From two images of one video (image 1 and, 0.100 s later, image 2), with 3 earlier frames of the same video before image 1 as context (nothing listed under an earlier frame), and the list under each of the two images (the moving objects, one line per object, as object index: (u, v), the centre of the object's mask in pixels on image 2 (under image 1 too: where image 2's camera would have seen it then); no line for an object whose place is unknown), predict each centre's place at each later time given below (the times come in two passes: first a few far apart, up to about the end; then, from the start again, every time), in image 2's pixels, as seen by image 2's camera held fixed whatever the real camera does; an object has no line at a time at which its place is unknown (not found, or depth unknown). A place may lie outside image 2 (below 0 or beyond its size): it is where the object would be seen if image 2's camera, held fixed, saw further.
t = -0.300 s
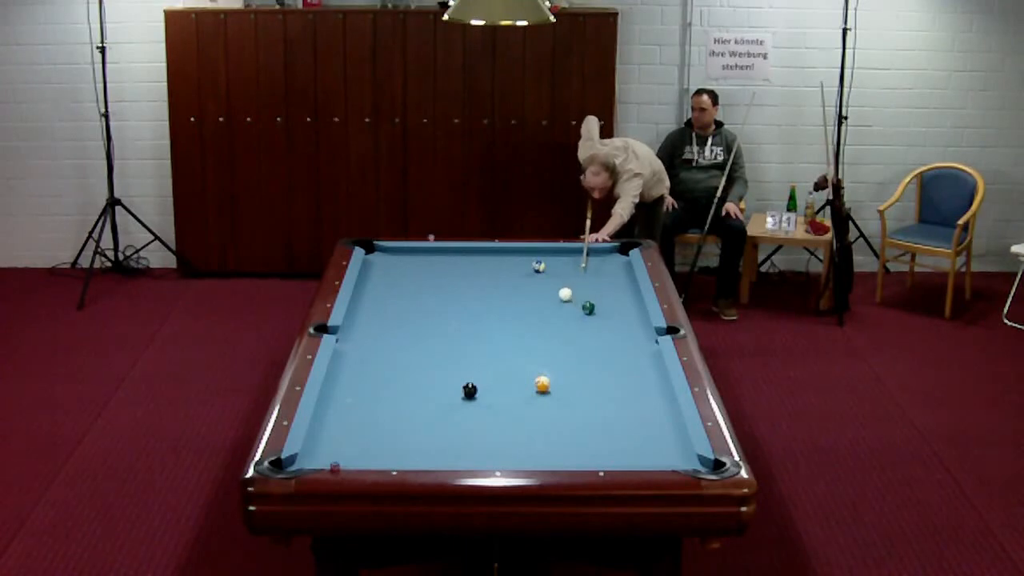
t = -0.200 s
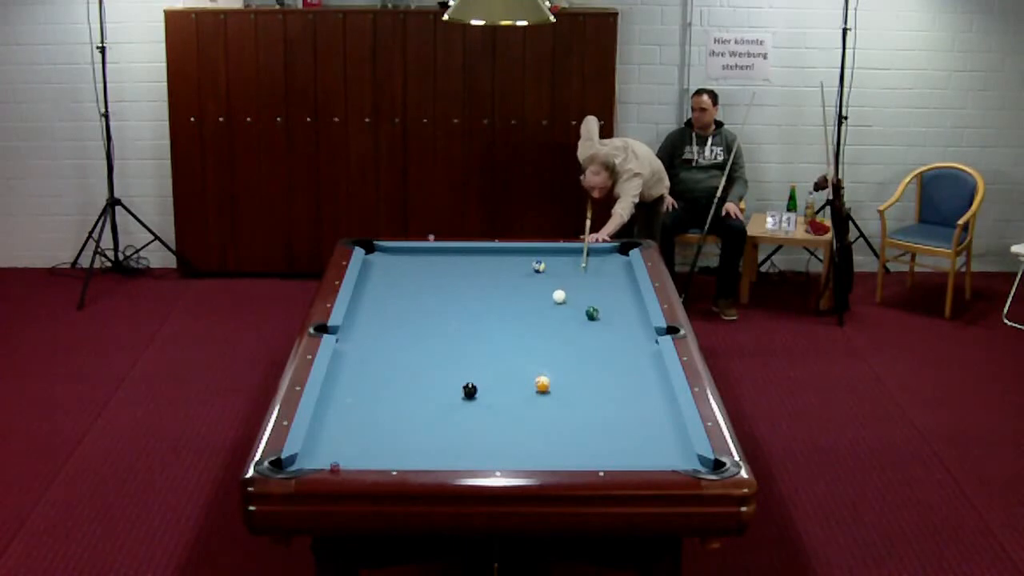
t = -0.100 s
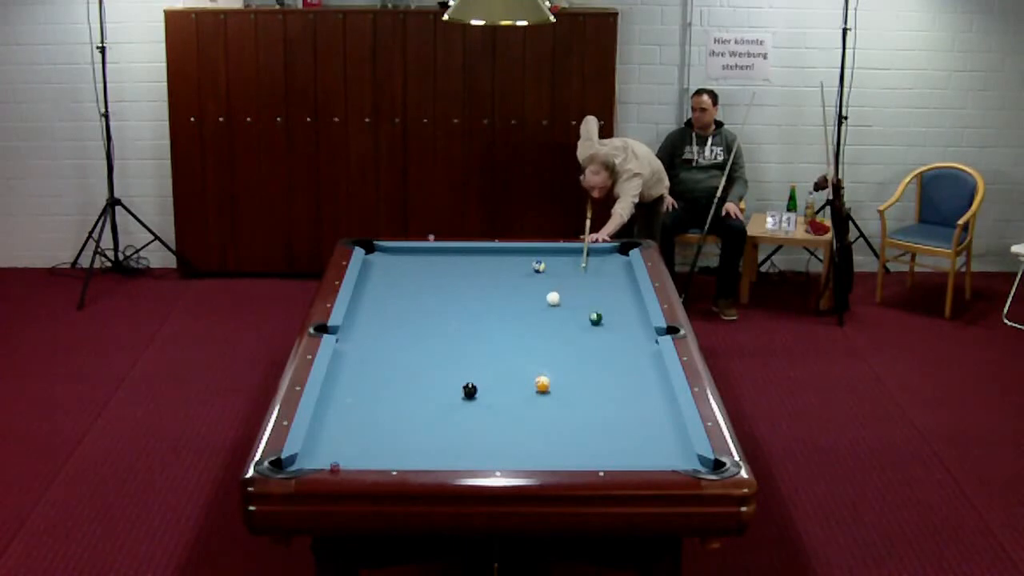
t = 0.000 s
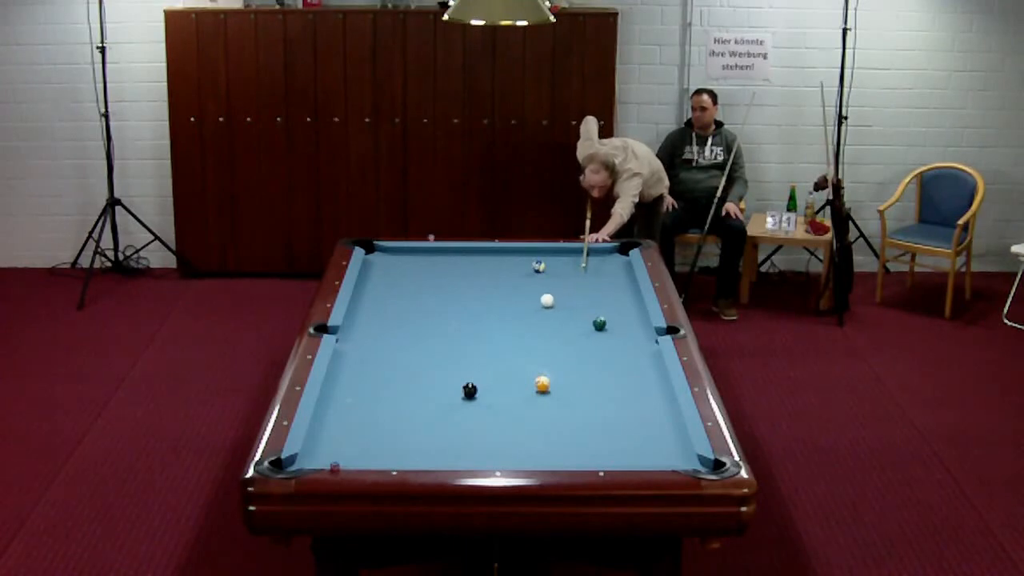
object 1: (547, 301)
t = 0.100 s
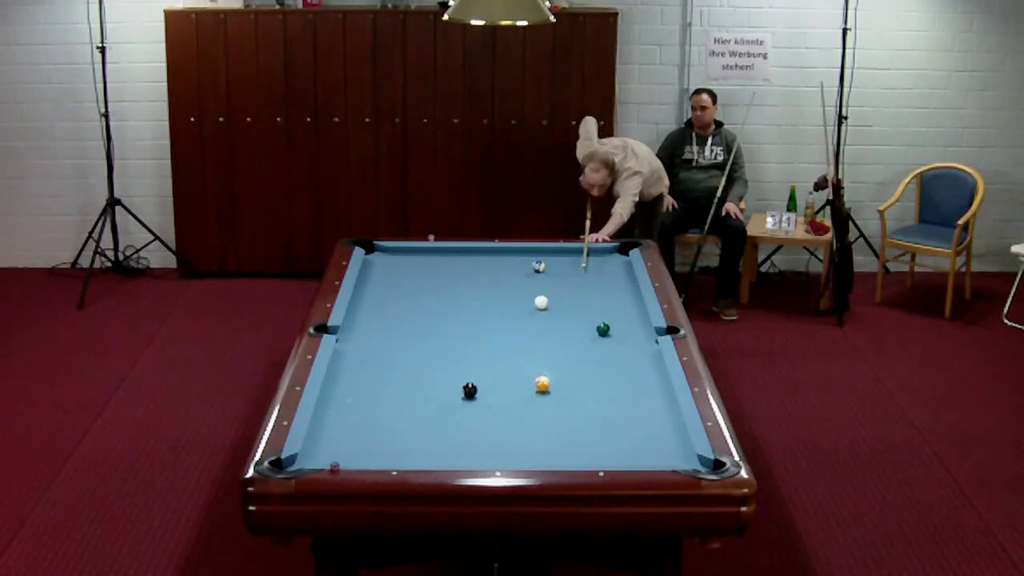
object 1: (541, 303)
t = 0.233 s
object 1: (533, 306)
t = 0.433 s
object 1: (522, 309)
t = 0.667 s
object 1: (509, 314)
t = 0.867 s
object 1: (498, 317)
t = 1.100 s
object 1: (486, 321)
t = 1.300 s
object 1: (476, 325)
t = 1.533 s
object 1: (465, 328)
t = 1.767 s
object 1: (455, 331)
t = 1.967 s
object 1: (446, 334)
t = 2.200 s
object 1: (437, 338)
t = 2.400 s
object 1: (429, 340)
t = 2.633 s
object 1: (422, 342)
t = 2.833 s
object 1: (416, 344)
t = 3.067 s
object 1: (409, 346)
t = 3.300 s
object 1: (403, 349)
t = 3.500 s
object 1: (399, 350)
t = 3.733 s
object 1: (395, 351)
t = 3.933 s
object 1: (392, 352)
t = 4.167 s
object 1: (389, 353)
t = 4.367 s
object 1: (387, 354)
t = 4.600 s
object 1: (387, 354)
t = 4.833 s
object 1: (386, 354)
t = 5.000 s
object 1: (386, 354)
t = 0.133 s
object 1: (539, 304)
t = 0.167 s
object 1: (537, 304)
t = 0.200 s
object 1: (535, 305)
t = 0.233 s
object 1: (533, 306)
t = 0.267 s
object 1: (531, 306)
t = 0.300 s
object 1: (529, 307)
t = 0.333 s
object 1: (528, 307)
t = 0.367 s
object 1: (526, 308)
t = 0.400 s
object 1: (524, 309)
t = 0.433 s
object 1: (522, 309)
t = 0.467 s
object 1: (520, 310)
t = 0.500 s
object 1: (518, 311)
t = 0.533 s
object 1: (516, 311)
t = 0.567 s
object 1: (514, 312)
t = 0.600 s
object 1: (512, 312)
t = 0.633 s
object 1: (511, 313)
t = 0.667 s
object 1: (509, 314)
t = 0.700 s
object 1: (507, 314)
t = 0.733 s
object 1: (505, 315)
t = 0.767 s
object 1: (504, 316)
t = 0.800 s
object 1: (502, 316)
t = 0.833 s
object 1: (500, 317)
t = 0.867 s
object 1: (498, 317)
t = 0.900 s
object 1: (496, 318)
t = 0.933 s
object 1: (495, 318)
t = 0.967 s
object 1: (493, 319)
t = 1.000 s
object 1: (491, 320)
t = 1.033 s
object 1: (489, 320)
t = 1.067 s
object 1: (488, 321)
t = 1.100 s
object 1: (486, 321)
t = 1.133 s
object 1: (485, 322)
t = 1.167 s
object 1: (483, 322)
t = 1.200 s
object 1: (481, 323)
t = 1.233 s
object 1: (479, 324)
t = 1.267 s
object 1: (478, 324)
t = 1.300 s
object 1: (476, 325)
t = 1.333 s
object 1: (475, 325)
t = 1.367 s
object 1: (473, 326)
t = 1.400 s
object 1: (471, 326)
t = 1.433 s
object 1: (470, 327)
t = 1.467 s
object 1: (468, 327)
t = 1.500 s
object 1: (467, 328)
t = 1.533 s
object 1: (465, 328)
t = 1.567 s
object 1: (463, 329)
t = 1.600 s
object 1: (462, 329)
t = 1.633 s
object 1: (461, 330)
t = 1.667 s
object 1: (459, 330)
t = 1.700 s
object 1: (458, 330)
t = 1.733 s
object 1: (456, 331)
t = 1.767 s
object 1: (455, 331)
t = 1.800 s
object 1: (453, 332)
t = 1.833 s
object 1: (452, 332)
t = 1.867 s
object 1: (450, 333)
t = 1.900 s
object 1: (449, 333)
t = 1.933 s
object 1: (447, 334)
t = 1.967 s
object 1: (446, 334)
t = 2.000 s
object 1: (445, 334)
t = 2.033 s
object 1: (444, 335)
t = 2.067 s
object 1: (442, 335)
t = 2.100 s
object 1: (441, 336)
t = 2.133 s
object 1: (439, 337)
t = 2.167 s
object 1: (438, 337)
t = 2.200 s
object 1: (437, 338)
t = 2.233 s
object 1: (436, 338)
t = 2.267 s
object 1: (434, 338)
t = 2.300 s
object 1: (433, 339)
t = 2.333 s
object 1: (432, 339)
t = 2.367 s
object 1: (431, 339)
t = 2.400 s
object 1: (429, 340)
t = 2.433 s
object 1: (428, 340)
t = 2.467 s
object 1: (427, 341)
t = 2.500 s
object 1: (426, 341)
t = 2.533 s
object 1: (425, 342)
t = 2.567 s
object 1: (424, 342)
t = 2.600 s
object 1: (423, 342)
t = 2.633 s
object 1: (422, 342)
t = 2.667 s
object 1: (421, 343)
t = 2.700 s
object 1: (420, 343)
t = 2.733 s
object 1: (419, 343)
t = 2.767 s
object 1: (418, 344)
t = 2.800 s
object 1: (417, 344)
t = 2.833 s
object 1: (416, 344)
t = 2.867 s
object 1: (415, 345)
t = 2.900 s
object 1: (414, 345)
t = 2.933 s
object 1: (413, 345)
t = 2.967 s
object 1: (412, 345)
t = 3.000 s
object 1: (411, 346)
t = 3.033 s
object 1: (410, 346)
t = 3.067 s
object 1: (409, 346)
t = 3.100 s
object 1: (408, 347)
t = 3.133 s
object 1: (407, 347)
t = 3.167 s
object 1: (407, 347)
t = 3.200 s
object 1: (406, 347)
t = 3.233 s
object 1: (405, 348)
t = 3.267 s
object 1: (404, 348)
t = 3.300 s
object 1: (403, 349)
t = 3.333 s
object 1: (403, 348)
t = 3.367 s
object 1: (402, 349)
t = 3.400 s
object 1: (401, 349)
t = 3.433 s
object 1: (400, 349)
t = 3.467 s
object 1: (399, 349)
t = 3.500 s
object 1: (399, 350)
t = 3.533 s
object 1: (398, 350)
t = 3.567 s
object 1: (397, 350)
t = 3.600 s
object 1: (397, 350)
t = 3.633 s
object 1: (396, 351)
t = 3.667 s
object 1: (396, 351)
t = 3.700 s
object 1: (395, 351)
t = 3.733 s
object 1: (395, 351)
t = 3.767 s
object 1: (394, 351)
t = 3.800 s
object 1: (394, 352)
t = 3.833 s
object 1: (393, 352)
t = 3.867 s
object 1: (393, 352)
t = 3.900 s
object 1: (392, 353)
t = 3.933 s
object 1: (392, 352)
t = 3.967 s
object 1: (391, 353)
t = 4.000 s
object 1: (391, 353)
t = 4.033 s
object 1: (391, 353)
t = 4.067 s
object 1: (390, 353)
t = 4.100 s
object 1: (390, 353)
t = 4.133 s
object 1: (389, 353)
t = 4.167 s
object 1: (389, 353)
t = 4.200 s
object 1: (389, 353)
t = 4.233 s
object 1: (388, 354)
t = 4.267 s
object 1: (388, 354)
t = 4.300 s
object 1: (388, 354)
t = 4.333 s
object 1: (387, 354)
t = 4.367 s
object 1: (387, 354)
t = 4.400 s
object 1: (387, 354)
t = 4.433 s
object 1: (387, 354)
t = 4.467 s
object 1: (387, 354)
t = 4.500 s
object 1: (387, 354)
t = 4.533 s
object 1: (387, 354)
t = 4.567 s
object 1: (387, 354)
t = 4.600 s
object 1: (387, 354)
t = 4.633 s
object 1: (386, 354)
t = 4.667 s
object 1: (386, 354)
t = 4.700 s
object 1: (386, 354)
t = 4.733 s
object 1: (386, 354)
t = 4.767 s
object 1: (386, 354)
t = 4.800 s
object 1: (386, 354)
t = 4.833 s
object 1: (386, 354)
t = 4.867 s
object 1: (386, 354)
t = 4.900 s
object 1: (386, 354)
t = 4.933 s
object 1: (386, 354)
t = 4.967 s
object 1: (386, 354)
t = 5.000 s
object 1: (386, 354)
